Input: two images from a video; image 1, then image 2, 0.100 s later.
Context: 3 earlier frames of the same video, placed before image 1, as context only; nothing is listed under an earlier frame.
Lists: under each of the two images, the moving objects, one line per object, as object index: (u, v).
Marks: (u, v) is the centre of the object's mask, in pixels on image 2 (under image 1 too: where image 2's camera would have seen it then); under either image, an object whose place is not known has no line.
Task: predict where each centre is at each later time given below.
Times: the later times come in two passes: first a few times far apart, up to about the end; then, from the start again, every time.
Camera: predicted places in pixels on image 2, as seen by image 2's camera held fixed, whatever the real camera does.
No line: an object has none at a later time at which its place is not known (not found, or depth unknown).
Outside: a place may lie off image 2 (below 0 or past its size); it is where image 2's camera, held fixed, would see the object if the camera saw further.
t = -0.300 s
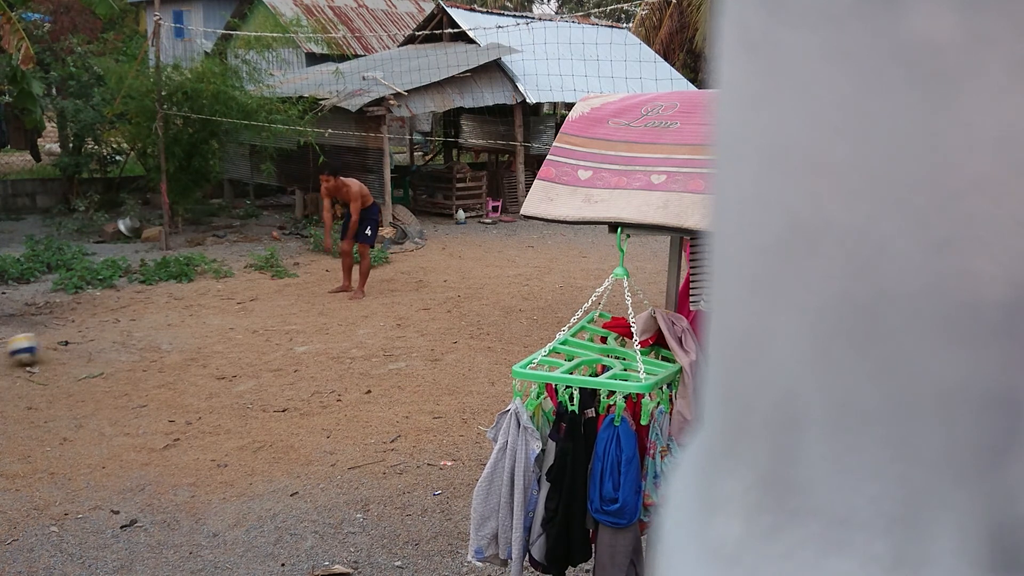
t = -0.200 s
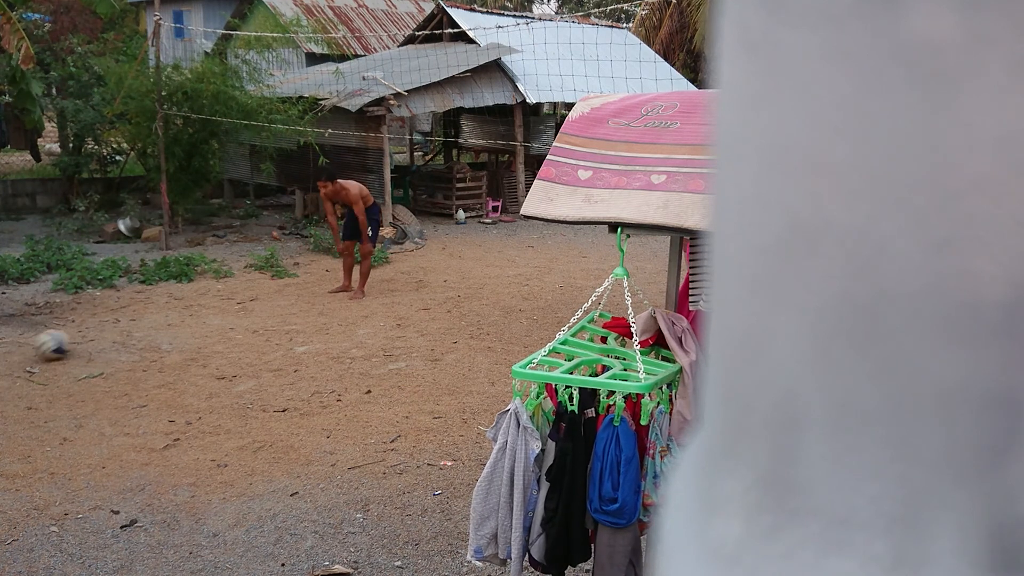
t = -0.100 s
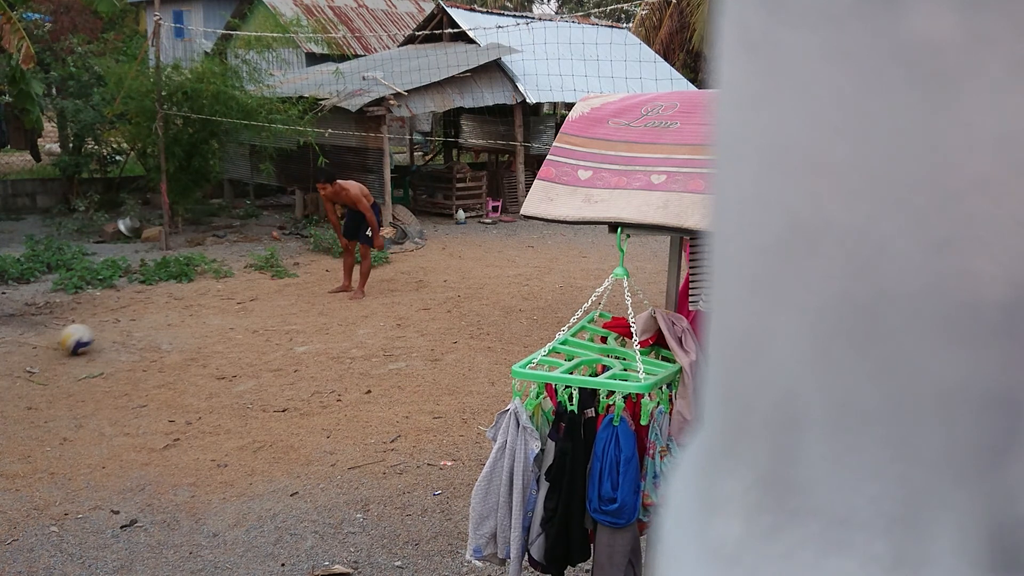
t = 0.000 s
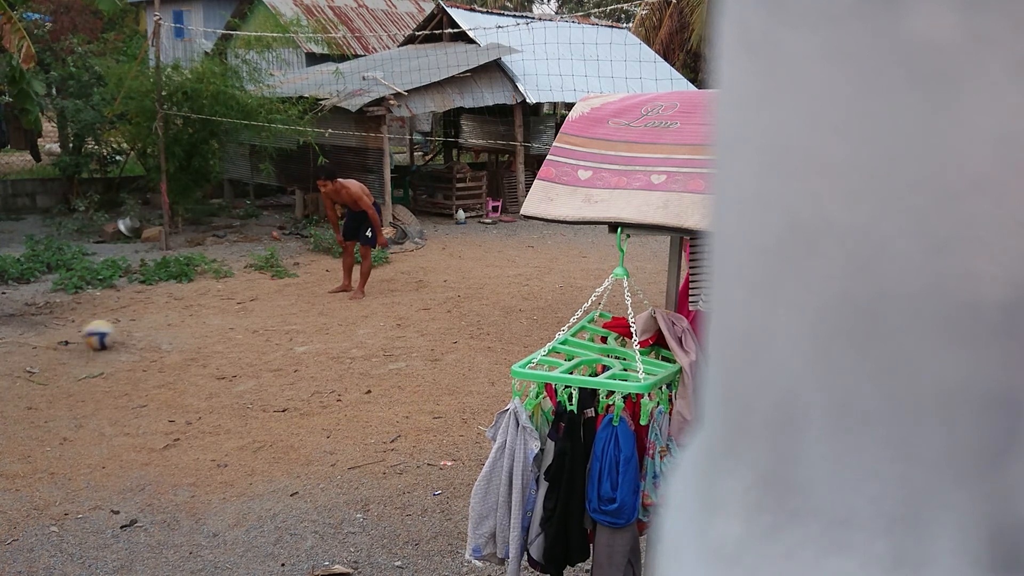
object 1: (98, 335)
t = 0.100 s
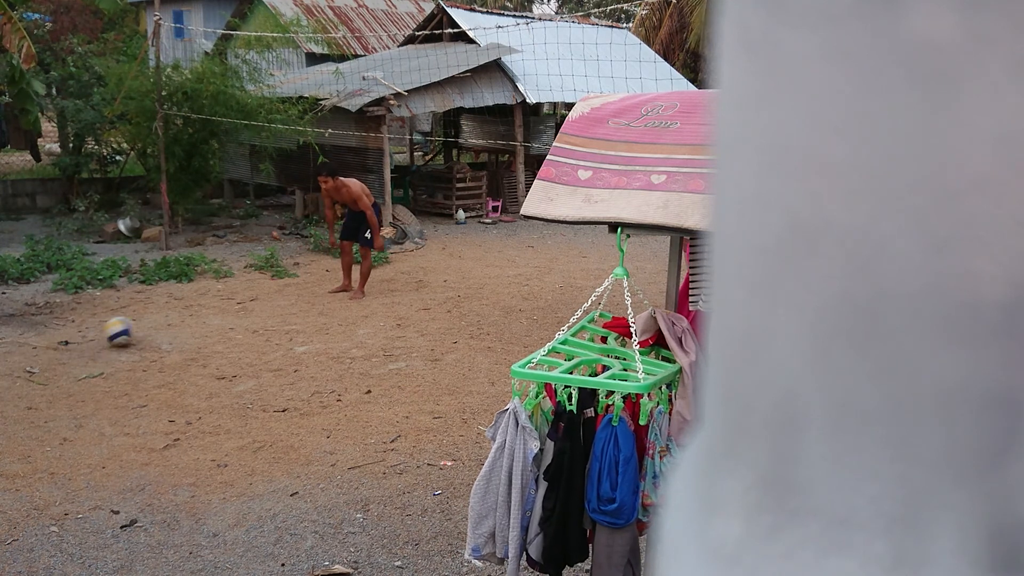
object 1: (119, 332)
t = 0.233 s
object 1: (147, 328)
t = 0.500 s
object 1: (193, 320)
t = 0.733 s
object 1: (227, 313)
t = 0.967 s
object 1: (257, 308)
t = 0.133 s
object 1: (126, 331)
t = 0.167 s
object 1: (133, 330)
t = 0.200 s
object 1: (141, 329)
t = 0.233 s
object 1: (147, 328)
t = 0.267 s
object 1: (153, 327)
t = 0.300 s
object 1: (158, 326)
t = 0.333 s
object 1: (164, 324)
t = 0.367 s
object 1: (171, 324)
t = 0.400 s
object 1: (177, 322)
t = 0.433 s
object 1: (182, 322)
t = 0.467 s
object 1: (187, 321)
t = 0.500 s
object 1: (193, 320)
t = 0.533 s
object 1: (199, 319)
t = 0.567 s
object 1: (203, 318)
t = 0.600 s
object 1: (208, 317)
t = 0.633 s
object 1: (213, 316)
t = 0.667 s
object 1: (218, 315)
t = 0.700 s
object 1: (224, 314)
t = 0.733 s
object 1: (227, 313)
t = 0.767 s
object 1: (232, 313)
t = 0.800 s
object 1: (236, 313)
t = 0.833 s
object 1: (241, 311)
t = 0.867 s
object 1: (245, 311)
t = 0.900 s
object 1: (249, 310)
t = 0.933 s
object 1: (252, 309)
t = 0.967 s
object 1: (257, 308)
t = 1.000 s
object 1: (260, 307)
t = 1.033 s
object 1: (264, 307)
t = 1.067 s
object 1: (268, 306)
